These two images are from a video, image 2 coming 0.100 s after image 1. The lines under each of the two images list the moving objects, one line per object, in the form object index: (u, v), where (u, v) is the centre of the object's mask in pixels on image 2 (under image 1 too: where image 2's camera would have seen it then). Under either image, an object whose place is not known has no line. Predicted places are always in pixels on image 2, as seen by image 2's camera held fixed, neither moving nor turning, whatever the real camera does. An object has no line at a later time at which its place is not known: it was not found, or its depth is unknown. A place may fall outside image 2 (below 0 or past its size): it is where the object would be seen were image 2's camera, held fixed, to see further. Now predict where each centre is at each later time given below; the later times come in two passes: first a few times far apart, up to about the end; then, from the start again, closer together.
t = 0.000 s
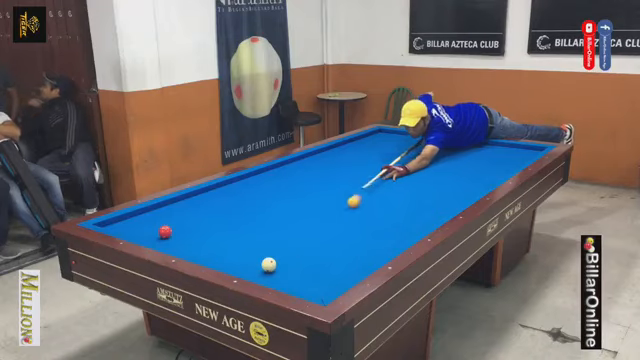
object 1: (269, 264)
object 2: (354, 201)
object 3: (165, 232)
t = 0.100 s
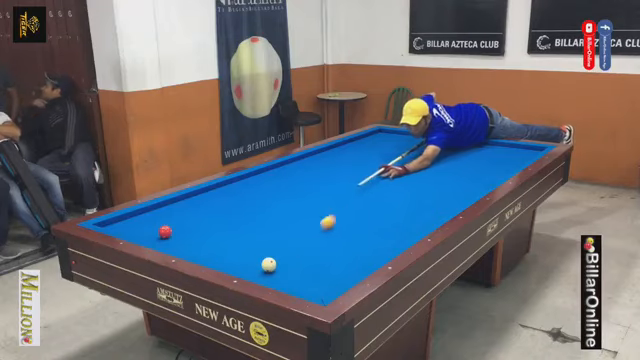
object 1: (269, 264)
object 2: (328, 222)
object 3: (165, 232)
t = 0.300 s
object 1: (255, 267)
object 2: (289, 266)
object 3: (165, 232)
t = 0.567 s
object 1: (317, 227)
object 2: (319, 289)
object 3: (165, 232)
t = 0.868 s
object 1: (359, 200)
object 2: (296, 281)
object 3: (165, 232)
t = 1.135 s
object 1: (388, 181)
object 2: (276, 278)
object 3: (165, 232)
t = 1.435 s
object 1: (415, 164)
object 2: (259, 272)
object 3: (165, 232)
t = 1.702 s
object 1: (434, 151)
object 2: (245, 266)
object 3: (165, 232)
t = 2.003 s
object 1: (453, 139)
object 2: (231, 261)
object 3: (165, 232)
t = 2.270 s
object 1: (439, 143)
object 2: (220, 256)
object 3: (165, 232)
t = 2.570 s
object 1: (423, 150)
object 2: (208, 251)
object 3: (165, 232)
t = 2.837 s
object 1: (407, 156)
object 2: (199, 247)
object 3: (165, 232)
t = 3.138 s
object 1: (388, 163)
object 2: (189, 242)
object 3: (165, 232)
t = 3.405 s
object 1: (370, 170)
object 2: (180, 239)
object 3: (165, 231)
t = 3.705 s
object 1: (348, 177)
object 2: (172, 235)
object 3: (163, 231)
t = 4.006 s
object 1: (325, 186)
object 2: (171, 233)
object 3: (159, 230)
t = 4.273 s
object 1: (303, 194)
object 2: (171, 233)
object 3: (154, 229)
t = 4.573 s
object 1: (276, 204)
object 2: (171, 232)
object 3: (148, 227)
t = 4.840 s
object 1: (250, 214)
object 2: (170, 232)
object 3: (144, 226)
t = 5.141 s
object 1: (219, 225)
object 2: (170, 231)
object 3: (140, 225)
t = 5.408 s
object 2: (170, 231)
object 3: (137, 225)
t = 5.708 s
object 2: (170, 231)
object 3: (134, 224)
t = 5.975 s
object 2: (170, 231)
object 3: (132, 224)
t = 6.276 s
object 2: (170, 232)
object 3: (131, 224)
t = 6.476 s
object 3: (128, 224)
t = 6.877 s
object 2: (174, 230)
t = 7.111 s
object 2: (170, 232)
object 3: (129, 224)
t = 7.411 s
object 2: (170, 232)
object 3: (129, 224)
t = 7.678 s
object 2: (170, 232)
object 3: (129, 224)
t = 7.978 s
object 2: (170, 232)
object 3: (129, 224)
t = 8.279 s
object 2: (170, 231)
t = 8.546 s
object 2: (170, 231)
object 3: (129, 224)
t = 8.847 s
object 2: (170, 231)
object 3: (129, 224)
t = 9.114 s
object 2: (170, 231)
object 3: (129, 224)
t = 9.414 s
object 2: (170, 231)
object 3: (129, 224)
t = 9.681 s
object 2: (170, 231)
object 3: (129, 224)
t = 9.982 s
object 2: (170, 231)
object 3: (129, 224)
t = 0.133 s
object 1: (269, 264)
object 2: (318, 230)
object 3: (165, 232)
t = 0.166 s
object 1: (269, 264)
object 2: (307, 238)
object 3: (165, 232)
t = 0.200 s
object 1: (268, 264)
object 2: (296, 247)
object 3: (165, 232)
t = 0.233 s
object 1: (268, 264)
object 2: (284, 257)
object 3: (165, 232)
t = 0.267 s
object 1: (254, 268)
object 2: (284, 263)
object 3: (165, 232)
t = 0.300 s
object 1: (255, 267)
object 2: (289, 266)
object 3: (165, 232)
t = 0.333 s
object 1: (265, 261)
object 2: (295, 270)
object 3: (165, 232)
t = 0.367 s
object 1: (274, 255)
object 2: (299, 274)
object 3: (165, 232)
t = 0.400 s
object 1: (283, 249)
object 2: (304, 278)
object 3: (165, 232)
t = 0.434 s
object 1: (291, 244)
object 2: (308, 282)
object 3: (165, 232)
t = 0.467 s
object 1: (298, 240)
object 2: (312, 287)
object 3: (165, 232)
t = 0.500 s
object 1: (305, 235)
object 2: (316, 291)
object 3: (165, 232)
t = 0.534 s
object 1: (311, 231)
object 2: (321, 291)
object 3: (165, 232)
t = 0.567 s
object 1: (317, 227)
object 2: (319, 289)
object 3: (165, 232)
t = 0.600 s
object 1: (322, 224)
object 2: (317, 288)
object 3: (165, 232)
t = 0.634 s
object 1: (327, 221)
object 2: (314, 287)
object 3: (165, 232)
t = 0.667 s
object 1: (332, 218)
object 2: (311, 285)
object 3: (165, 232)
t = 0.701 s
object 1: (337, 215)
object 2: (309, 284)
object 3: (165, 232)
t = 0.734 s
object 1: (341, 211)
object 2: (306, 283)
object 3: (165, 232)
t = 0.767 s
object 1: (346, 209)
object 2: (304, 283)
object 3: (165, 232)
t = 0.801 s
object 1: (350, 206)
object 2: (301, 282)
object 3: (165, 232)
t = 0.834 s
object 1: (354, 203)
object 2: (298, 282)
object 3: (165, 232)
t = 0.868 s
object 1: (359, 200)
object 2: (296, 281)
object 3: (165, 232)
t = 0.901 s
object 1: (363, 198)
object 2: (293, 281)
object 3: (165, 232)
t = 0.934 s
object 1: (366, 195)
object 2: (291, 280)
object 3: (165, 232)
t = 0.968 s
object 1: (370, 193)
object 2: (289, 280)
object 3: (165, 232)
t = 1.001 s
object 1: (374, 190)
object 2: (286, 280)
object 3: (165, 232)
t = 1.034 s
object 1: (378, 188)
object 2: (283, 279)
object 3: (165, 232)
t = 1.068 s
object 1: (381, 186)
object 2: (281, 279)
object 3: (165, 232)
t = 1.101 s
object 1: (384, 184)
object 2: (278, 278)
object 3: (165, 232)
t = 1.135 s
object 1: (388, 181)
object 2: (276, 278)
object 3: (165, 232)
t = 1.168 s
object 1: (391, 179)
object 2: (274, 278)
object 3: (165, 232)
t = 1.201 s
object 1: (394, 177)
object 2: (271, 277)
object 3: (165, 232)
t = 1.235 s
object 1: (397, 175)
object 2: (269, 276)
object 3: (165, 232)
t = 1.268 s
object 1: (400, 173)
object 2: (268, 276)
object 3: (165, 232)
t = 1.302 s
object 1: (403, 171)
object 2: (266, 275)
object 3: (165, 232)
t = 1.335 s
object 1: (406, 169)
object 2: (264, 274)
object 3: (165, 232)
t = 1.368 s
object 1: (409, 167)
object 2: (262, 273)
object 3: (165, 232)
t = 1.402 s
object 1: (412, 166)
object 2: (260, 273)
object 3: (165, 232)
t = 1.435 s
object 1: (415, 164)
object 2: (259, 272)
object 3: (165, 232)
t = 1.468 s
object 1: (417, 162)
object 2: (257, 271)
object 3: (165, 232)
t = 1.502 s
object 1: (420, 160)
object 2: (255, 270)
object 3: (165, 232)
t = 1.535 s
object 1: (422, 159)
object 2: (253, 270)
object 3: (165, 232)
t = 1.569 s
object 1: (425, 157)
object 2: (252, 269)
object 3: (165, 232)
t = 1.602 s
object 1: (427, 156)
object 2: (250, 268)
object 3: (165, 232)
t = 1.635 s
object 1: (430, 154)
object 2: (248, 267)
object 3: (165, 232)
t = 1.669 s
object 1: (432, 152)
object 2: (247, 267)
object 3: (165, 232)
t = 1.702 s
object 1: (434, 151)
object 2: (245, 266)
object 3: (165, 232)
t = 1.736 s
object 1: (436, 149)
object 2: (243, 266)
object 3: (165, 232)
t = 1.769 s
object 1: (439, 148)
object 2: (242, 265)
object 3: (165, 232)
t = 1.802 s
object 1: (441, 147)
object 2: (240, 264)
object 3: (165, 232)
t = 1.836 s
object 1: (443, 145)
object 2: (239, 264)
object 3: (165, 232)
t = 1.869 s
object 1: (445, 144)
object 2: (237, 263)
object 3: (165, 232)
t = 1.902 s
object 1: (447, 143)
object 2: (236, 263)
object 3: (165, 232)
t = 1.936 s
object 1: (449, 141)
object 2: (234, 262)
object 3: (165, 232)
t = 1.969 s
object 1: (451, 140)
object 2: (233, 261)
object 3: (165, 232)
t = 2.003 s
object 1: (453, 139)
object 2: (231, 261)
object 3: (165, 232)
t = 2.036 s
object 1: (454, 138)
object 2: (230, 260)
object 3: (165, 232)
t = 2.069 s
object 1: (452, 139)
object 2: (228, 259)
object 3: (165, 232)
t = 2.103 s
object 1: (449, 140)
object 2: (227, 259)
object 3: (165, 232)
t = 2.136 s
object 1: (447, 141)
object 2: (225, 258)
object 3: (165, 232)
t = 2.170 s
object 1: (445, 141)
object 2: (224, 258)
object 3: (165, 232)
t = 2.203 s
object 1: (443, 142)
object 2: (223, 257)
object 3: (165, 232)
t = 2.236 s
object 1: (441, 143)
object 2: (221, 256)
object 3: (165, 232)
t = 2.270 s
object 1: (439, 143)
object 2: (220, 256)
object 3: (165, 232)
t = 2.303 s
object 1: (437, 144)
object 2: (219, 255)
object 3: (165, 232)
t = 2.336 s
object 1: (436, 145)
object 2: (217, 255)
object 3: (165, 232)
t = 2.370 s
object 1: (434, 146)
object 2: (216, 254)
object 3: (165, 232)
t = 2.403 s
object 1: (432, 146)
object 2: (214, 254)
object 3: (165, 232)
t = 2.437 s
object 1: (430, 147)
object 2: (213, 253)
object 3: (165, 232)
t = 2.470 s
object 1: (428, 148)
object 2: (212, 252)
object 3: (165, 232)
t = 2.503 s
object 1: (426, 148)
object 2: (211, 252)
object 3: (165, 232)
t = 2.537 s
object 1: (424, 149)
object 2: (209, 251)
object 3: (165, 232)
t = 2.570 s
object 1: (423, 150)
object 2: (208, 251)
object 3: (165, 232)
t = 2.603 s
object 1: (420, 151)
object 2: (207, 250)
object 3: (165, 232)
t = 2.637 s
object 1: (419, 152)
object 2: (206, 250)
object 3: (165, 232)
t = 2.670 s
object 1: (417, 152)
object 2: (204, 249)
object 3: (165, 232)
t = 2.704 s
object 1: (415, 153)
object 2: (203, 249)
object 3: (165, 232)
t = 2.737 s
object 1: (413, 154)
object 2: (202, 248)
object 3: (165, 232)
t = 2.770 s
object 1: (411, 154)
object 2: (201, 248)
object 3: (165, 232)
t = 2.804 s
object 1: (409, 155)
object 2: (200, 247)
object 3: (165, 232)
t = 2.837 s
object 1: (407, 156)
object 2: (199, 247)
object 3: (165, 232)
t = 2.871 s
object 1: (404, 156)
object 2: (197, 246)
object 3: (165, 232)
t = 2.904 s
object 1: (403, 157)
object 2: (196, 245)
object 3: (165, 232)
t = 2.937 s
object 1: (401, 158)
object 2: (195, 245)
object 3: (165, 232)
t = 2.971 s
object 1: (398, 159)
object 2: (194, 245)
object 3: (165, 232)
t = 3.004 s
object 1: (396, 160)
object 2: (193, 244)
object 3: (165, 232)
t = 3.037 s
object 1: (394, 160)
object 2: (192, 244)
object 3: (165, 232)
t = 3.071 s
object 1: (392, 161)
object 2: (191, 243)
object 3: (165, 232)
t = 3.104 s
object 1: (390, 162)
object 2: (190, 243)
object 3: (165, 232)
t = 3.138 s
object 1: (388, 163)
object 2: (189, 242)
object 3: (165, 232)
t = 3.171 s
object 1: (386, 164)
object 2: (188, 242)
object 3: (165, 232)
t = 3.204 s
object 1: (383, 165)
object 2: (186, 241)
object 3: (165, 232)
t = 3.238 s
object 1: (381, 165)
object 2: (185, 241)
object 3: (165, 232)
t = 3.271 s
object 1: (379, 166)
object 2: (184, 240)
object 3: (165, 232)
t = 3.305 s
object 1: (377, 167)
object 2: (183, 240)
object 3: (165, 232)
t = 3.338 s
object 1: (374, 168)
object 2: (182, 239)
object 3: (165, 232)
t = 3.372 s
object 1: (372, 169)
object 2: (181, 239)
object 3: (165, 232)
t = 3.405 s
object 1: (370, 170)
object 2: (180, 239)
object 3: (165, 231)
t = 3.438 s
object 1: (367, 170)
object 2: (180, 238)
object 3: (164, 231)
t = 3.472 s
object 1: (365, 171)
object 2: (178, 238)
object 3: (165, 232)
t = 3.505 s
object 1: (363, 172)
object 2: (178, 237)
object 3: (165, 231)
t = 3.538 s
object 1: (360, 173)
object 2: (177, 237)
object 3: (164, 231)
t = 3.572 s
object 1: (358, 174)
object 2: (176, 236)
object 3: (164, 231)
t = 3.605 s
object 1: (356, 175)
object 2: (175, 236)
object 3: (164, 231)
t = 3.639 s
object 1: (353, 176)
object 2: (174, 235)
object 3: (164, 231)
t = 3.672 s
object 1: (351, 177)
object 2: (173, 235)
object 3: (163, 231)
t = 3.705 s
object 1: (348, 177)
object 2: (172, 235)
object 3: (163, 231)
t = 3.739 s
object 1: (346, 178)
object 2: (172, 234)
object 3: (162, 231)
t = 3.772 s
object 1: (343, 179)
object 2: (172, 234)
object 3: (162, 231)
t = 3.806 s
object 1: (341, 181)
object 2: (172, 234)
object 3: (162, 231)
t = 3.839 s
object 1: (338, 181)
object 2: (172, 234)
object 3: (161, 231)
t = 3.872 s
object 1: (336, 182)
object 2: (172, 234)
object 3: (161, 231)
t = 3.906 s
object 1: (333, 183)
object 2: (172, 234)
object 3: (160, 230)
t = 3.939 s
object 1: (330, 184)
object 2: (171, 234)
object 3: (160, 230)
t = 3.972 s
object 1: (328, 185)
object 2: (172, 233)
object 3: (159, 230)
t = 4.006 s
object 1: (325, 186)
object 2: (171, 233)
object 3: (159, 230)
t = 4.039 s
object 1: (322, 187)
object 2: (171, 233)
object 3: (158, 229)
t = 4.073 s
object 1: (320, 188)
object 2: (171, 233)
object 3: (157, 229)
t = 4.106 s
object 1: (317, 189)
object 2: (171, 233)
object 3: (157, 229)
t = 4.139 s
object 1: (314, 190)
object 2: (171, 233)
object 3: (156, 229)
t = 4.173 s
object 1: (311, 191)
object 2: (171, 233)
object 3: (155, 229)
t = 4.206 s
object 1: (308, 192)
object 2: (171, 233)
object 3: (155, 229)
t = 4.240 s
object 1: (306, 193)
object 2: (171, 233)
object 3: (154, 229)
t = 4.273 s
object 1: (303, 194)
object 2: (171, 233)
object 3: (154, 229)
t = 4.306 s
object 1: (300, 195)
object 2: (171, 233)
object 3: (153, 228)
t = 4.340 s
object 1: (297, 196)
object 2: (171, 232)
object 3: (152, 228)
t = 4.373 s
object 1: (294, 198)
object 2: (171, 232)
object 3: (152, 228)
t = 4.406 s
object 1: (291, 199)
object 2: (171, 232)
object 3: (151, 228)
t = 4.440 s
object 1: (288, 200)
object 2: (171, 232)
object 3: (151, 227)
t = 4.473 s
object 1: (285, 201)
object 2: (171, 232)
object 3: (150, 227)
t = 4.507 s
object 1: (282, 202)
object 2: (171, 232)
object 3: (149, 227)
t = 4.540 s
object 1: (279, 203)
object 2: (171, 232)
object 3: (149, 227)
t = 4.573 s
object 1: (276, 204)
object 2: (171, 232)
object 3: (148, 227)
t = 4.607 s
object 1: (273, 205)
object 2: (171, 232)
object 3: (148, 227)
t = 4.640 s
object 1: (270, 207)
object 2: (170, 232)
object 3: (147, 227)
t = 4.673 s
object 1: (267, 208)
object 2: (170, 232)
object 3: (147, 227)
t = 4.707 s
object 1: (263, 209)
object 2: (170, 232)
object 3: (146, 227)
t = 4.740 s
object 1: (260, 210)
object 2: (170, 232)
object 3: (146, 226)
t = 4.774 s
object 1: (257, 211)
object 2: (170, 232)
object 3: (145, 226)
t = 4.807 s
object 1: (254, 213)
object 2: (170, 232)
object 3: (145, 226)
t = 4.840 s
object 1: (250, 214)
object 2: (170, 232)
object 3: (144, 226)
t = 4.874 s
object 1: (247, 215)
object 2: (170, 232)
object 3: (144, 226)
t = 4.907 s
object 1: (244, 216)
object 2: (170, 232)
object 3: (143, 226)
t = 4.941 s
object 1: (240, 217)
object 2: (170, 232)
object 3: (143, 226)
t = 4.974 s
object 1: (237, 219)
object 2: (170, 231)
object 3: (142, 226)
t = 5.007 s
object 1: (233, 220)
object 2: (170, 231)
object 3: (142, 226)
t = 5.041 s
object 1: (230, 221)
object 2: (170, 231)
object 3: (142, 226)
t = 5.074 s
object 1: (226, 223)
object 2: (170, 231)
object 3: (141, 225)
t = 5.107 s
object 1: (223, 224)
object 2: (170, 231)
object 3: (141, 225)
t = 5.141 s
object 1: (219, 225)
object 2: (170, 231)
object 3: (140, 225)
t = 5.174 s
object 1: (215, 227)
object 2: (170, 231)
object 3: (140, 225)
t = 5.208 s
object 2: (170, 231)
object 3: (140, 225)
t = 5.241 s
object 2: (170, 231)
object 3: (139, 225)
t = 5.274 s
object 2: (170, 231)
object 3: (138, 225)
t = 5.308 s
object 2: (170, 231)
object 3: (138, 225)
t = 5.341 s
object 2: (170, 231)
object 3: (138, 225)
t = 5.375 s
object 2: (170, 231)
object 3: (137, 225)
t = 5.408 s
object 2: (170, 231)
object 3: (137, 225)
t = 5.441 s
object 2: (170, 231)
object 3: (137, 225)
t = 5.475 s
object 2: (170, 231)
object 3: (136, 225)
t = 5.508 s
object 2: (170, 231)
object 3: (136, 224)
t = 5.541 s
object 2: (170, 231)
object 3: (136, 224)
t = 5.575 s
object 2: (170, 231)
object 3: (135, 224)
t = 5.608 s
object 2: (170, 231)
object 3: (135, 224)
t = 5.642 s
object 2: (170, 231)
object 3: (135, 224)
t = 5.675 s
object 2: (170, 231)
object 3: (135, 224)
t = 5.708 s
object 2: (170, 231)
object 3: (134, 224)
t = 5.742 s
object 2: (170, 231)
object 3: (134, 224)
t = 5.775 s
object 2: (170, 231)
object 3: (134, 224)
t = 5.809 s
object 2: (170, 231)
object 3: (133, 224)
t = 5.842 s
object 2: (170, 231)
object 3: (133, 224)
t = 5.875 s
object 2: (170, 231)
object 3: (133, 224)
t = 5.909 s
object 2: (170, 232)
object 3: (133, 224)
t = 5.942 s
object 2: (170, 231)
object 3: (132, 224)
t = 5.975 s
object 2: (170, 231)
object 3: (132, 224)
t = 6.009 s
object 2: (170, 232)
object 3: (131, 224)
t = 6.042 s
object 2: (170, 232)
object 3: (131, 224)
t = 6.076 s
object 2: (170, 232)
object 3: (131, 224)
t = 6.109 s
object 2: (170, 232)
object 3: (131, 223)
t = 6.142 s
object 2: (170, 232)
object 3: (131, 224)
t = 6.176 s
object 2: (170, 232)
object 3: (131, 224)
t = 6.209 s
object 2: (170, 231)
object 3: (131, 224)
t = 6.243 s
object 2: (170, 231)
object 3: (131, 224)
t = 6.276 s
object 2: (170, 232)
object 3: (131, 224)
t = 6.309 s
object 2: (170, 232)
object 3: (130, 224)
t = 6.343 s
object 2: (169, 232)
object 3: (130, 224)
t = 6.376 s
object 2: (172, 231)
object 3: (130, 224)
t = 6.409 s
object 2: (169, 232)
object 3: (130, 224)
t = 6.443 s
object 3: (129, 224)
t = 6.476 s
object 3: (128, 224)
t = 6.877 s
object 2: (174, 230)
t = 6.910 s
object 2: (171, 231)
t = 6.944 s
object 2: (170, 231)
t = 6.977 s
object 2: (170, 232)
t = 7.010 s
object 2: (170, 231)
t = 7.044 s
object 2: (170, 232)
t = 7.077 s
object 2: (170, 231)
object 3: (131, 224)
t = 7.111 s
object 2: (170, 232)
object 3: (129, 224)
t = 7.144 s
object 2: (170, 232)
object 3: (129, 224)
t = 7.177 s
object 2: (170, 231)
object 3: (129, 224)
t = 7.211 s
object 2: (170, 231)
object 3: (129, 224)
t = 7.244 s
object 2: (170, 231)
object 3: (129, 224)
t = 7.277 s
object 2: (170, 231)
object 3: (129, 224)
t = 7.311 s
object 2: (170, 231)
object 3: (129, 224)
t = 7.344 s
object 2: (170, 232)
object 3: (129, 224)
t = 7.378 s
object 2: (170, 231)
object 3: (129, 224)
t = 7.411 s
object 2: (170, 232)
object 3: (129, 224)
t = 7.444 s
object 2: (170, 232)
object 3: (129, 224)
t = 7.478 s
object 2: (170, 232)
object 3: (129, 224)
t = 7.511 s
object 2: (170, 232)
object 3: (129, 224)
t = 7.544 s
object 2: (170, 231)
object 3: (129, 224)
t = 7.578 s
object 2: (170, 232)
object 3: (129, 224)
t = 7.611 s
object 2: (170, 232)
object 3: (129, 224)
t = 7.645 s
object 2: (170, 231)
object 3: (129, 224)
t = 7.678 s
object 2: (170, 232)
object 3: (129, 224)
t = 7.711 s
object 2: (170, 231)
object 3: (129, 224)
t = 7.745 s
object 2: (170, 232)
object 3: (129, 224)
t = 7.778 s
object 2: (170, 232)
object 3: (129, 224)
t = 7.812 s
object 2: (170, 232)
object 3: (129, 224)
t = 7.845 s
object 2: (170, 232)
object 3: (129, 224)
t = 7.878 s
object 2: (170, 232)
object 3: (129, 224)
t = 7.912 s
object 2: (170, 232)
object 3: (129, 224)
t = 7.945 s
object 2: (170, 232)
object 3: (129, 224)
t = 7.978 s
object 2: (170, 232)
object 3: (129, 224)
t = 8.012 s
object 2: (170, 232)
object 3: (129, 224)
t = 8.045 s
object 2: (170, 232)
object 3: (129, 224)
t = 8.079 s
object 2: (170, 231)
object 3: (129, 224)
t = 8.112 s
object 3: (129, 224)
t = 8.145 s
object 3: (129, 224)
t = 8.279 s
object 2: (170, 231)
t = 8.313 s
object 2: (170, 231)
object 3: (130, 222)
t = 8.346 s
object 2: (170, 231)
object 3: (129, 224)
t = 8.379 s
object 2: (170, 231)
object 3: (129, 224)
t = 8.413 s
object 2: (170, 231)
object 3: (129, 224)
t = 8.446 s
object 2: (170, 231)
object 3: (129, 224)
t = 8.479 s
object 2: (170, 231)
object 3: (129, 224)
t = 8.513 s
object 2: (170, 231)
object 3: (129, 224)
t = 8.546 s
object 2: (170, 231)
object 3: (129, 224)
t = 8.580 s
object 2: (170, 231)
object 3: (129, 224)
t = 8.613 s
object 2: (170, 231)
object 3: (129, 224)
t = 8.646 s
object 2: (170, 231)
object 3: (129, 224)
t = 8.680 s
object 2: (170, 231)
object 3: (129, 224)
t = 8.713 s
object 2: (170, 231)
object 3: (129, 224)
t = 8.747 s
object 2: (170, 231)
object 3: (129, 224)
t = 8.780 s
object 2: (170, 231)
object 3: (129, 224)
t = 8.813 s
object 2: (170, 231)
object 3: (129, 224)
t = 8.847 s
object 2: (170, 231)
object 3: (129, 224)
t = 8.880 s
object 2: (170, 231)
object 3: (129, 224)
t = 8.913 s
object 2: (170, 231)
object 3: (129, 224)
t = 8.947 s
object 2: (170, 231)
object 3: (129, 224)
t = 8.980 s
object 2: (170, 231)
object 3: (129, 224)
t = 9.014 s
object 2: (170, 231)
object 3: (129, 224)
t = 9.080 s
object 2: (170, 231)
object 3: (129, 224)
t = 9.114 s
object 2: (170, 231)
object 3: (129, 224)
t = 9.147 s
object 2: (170, 231)
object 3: (129, 224)
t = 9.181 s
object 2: (170, 231)
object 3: (129, 224)
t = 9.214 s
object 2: (170, 231)
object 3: (129, 224)
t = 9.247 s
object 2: (170, 231)
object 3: (129, 224)
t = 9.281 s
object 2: (170, 231)
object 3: (129, 224)
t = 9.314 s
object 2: (170, 231)
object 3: (129, 224)
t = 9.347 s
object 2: (170, 231)
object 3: (129, 224)
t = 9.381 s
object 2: (170, 231)
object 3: (129, 224)
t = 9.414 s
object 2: (170, 231)
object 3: (129, 224)
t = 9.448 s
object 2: (170, 231)
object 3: (129, 224)
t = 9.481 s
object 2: (170, 231)
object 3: (129, 224)
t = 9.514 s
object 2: (170, 231)
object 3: (129, 224)
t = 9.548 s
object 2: (170, 231)
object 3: (129, 224)
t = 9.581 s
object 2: (170, 231)
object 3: (129, 224)
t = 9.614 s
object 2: (170, 231)
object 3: (129, 224)
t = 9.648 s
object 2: (170, 231)
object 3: (129, 224)
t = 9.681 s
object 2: (170, 231)
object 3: (129, 224)
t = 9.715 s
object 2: (170, 231)
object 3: (129, 224)
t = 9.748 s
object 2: (170, 231)
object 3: (129, 224)
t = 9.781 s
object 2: (170, 231)
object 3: (129, 224)
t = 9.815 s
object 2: (170, 231)
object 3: (129, 224)
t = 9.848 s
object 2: (170, 231)
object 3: (129, 224)
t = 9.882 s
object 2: (170, 231)
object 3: (129, 224)
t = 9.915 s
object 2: (170, 231)
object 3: (129, 224)
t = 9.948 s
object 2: (170, 231)
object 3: (129, 224)
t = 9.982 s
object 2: (170, 231)
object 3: (129, 224)
